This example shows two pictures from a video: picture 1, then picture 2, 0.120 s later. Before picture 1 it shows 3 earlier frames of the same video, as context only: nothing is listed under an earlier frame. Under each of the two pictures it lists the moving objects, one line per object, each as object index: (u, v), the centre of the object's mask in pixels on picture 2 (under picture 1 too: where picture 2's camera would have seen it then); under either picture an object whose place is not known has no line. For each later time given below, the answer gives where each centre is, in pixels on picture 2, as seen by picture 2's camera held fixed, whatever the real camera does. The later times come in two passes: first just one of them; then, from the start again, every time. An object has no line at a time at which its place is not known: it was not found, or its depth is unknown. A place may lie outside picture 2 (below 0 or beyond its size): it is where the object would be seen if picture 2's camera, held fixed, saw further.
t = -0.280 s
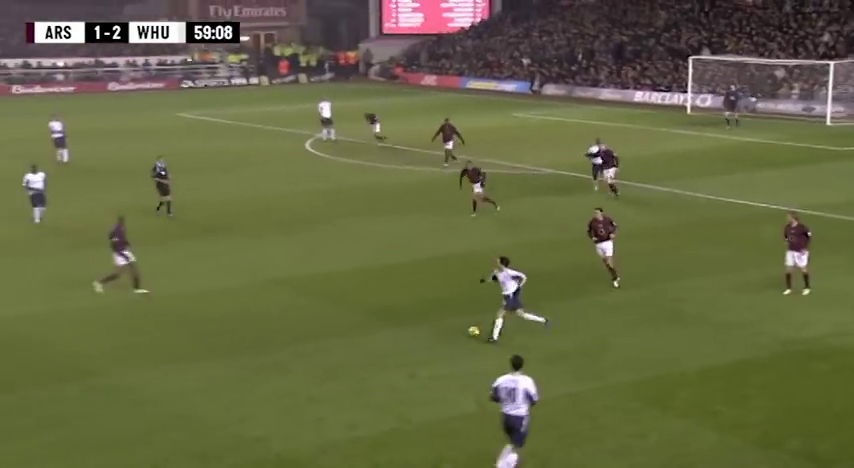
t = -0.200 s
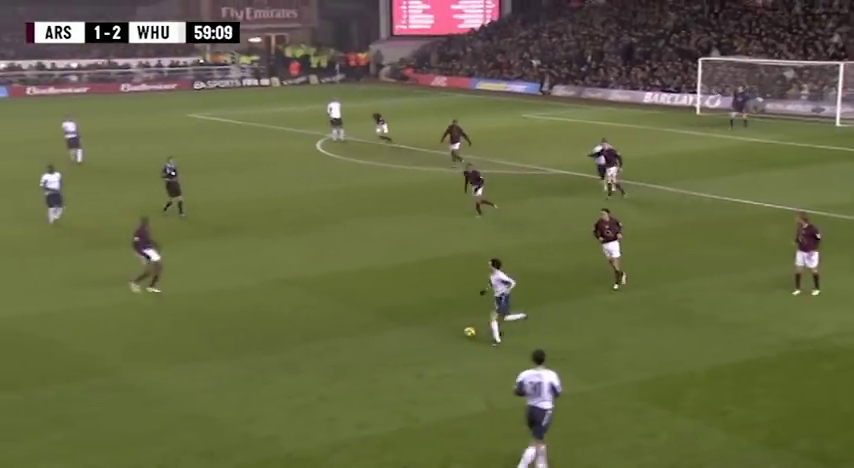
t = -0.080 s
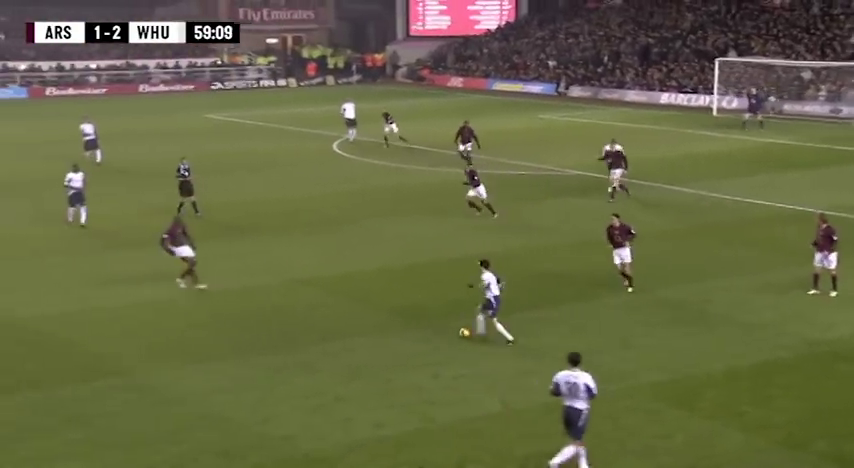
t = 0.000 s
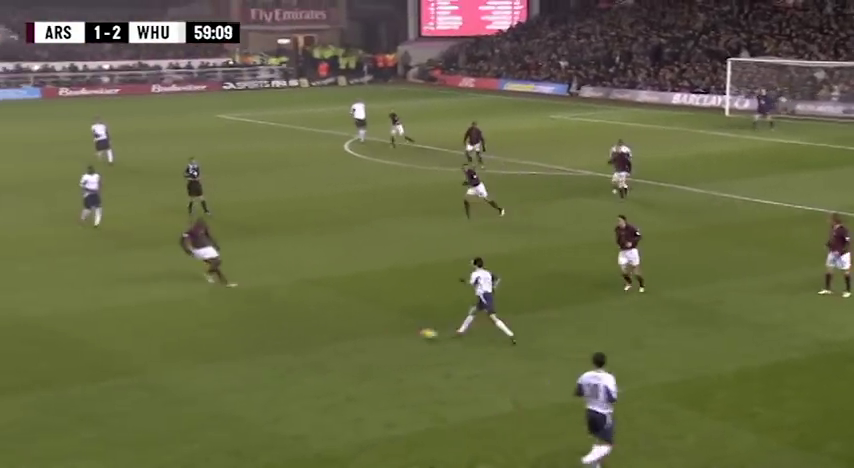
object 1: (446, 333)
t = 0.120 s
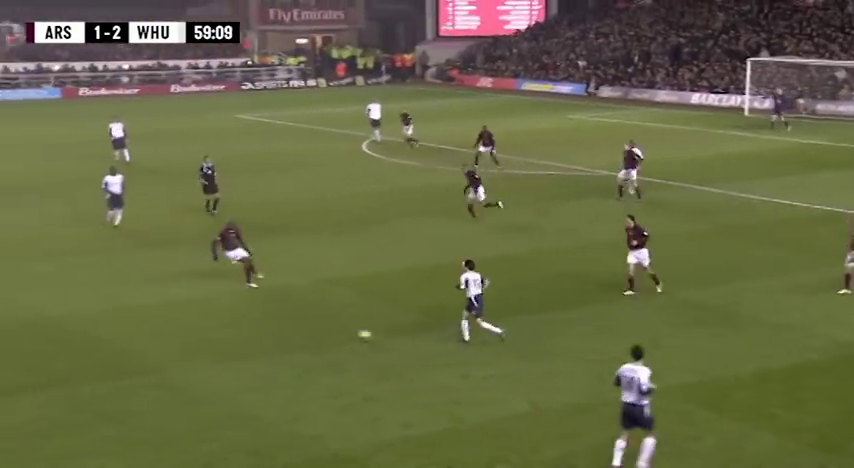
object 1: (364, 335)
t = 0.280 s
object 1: (265, 337)
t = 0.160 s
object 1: (339, 335)
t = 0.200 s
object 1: (314, 336)
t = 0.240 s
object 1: (289, 336)
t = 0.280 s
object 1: (265, 337)
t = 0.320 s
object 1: (242, 337)
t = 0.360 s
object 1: (219, 338)
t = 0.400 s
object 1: (196, 339)
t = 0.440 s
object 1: (174, 339)
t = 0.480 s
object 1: (154, 340)
